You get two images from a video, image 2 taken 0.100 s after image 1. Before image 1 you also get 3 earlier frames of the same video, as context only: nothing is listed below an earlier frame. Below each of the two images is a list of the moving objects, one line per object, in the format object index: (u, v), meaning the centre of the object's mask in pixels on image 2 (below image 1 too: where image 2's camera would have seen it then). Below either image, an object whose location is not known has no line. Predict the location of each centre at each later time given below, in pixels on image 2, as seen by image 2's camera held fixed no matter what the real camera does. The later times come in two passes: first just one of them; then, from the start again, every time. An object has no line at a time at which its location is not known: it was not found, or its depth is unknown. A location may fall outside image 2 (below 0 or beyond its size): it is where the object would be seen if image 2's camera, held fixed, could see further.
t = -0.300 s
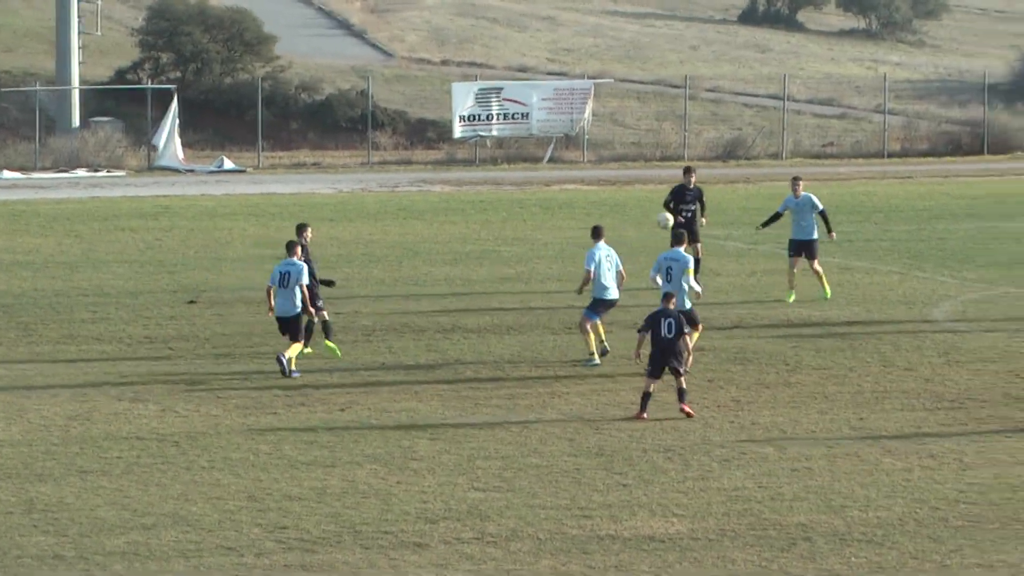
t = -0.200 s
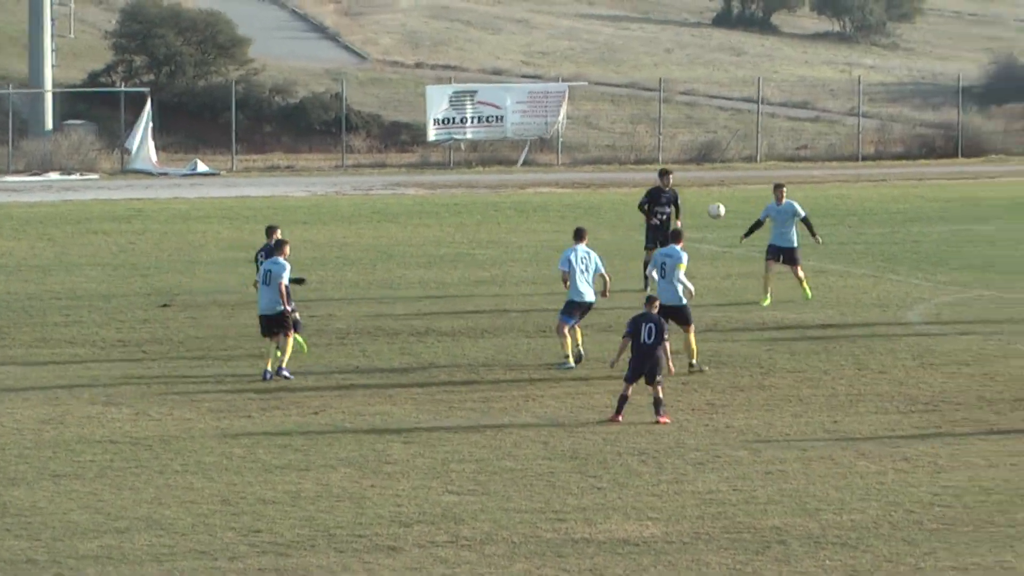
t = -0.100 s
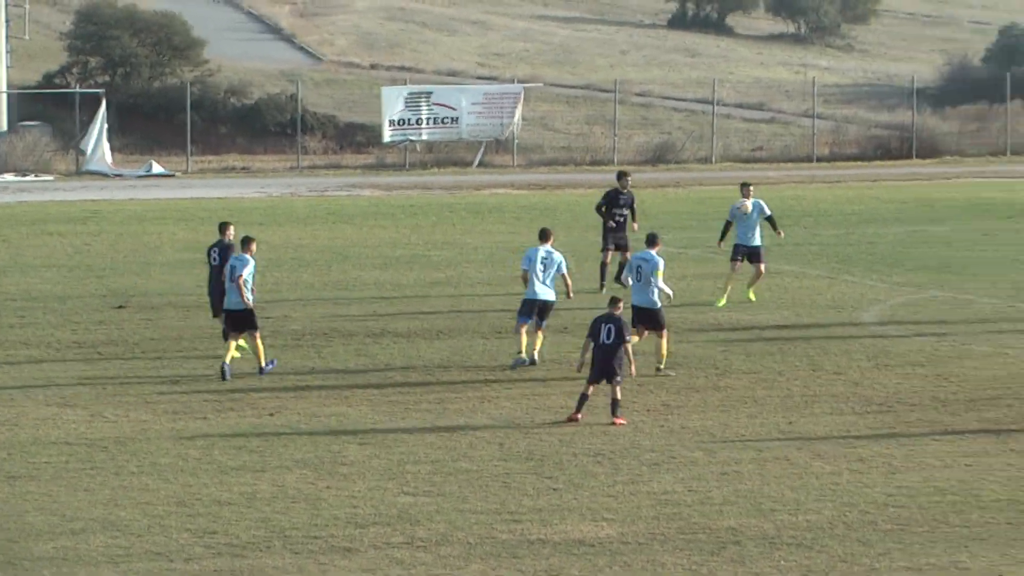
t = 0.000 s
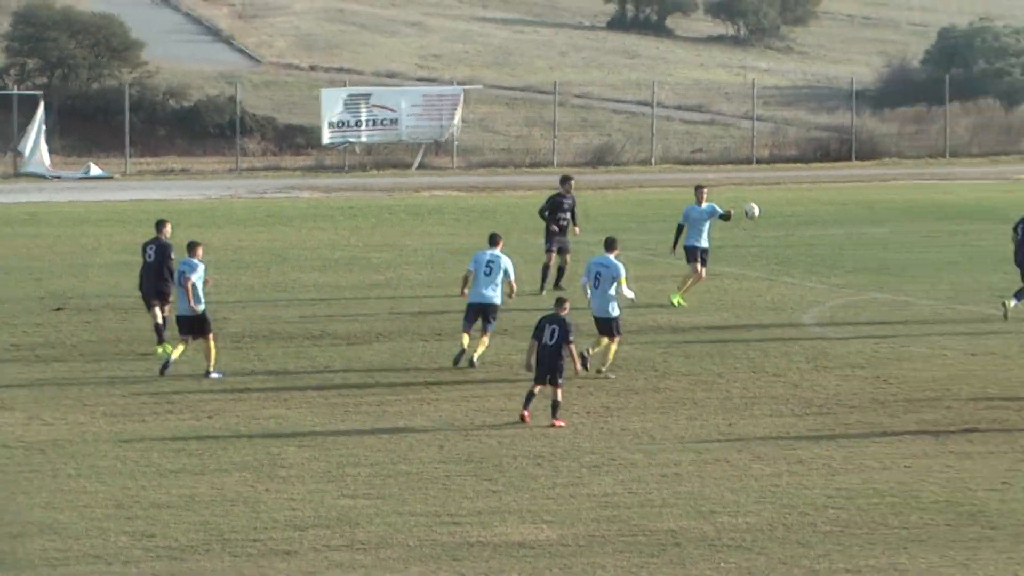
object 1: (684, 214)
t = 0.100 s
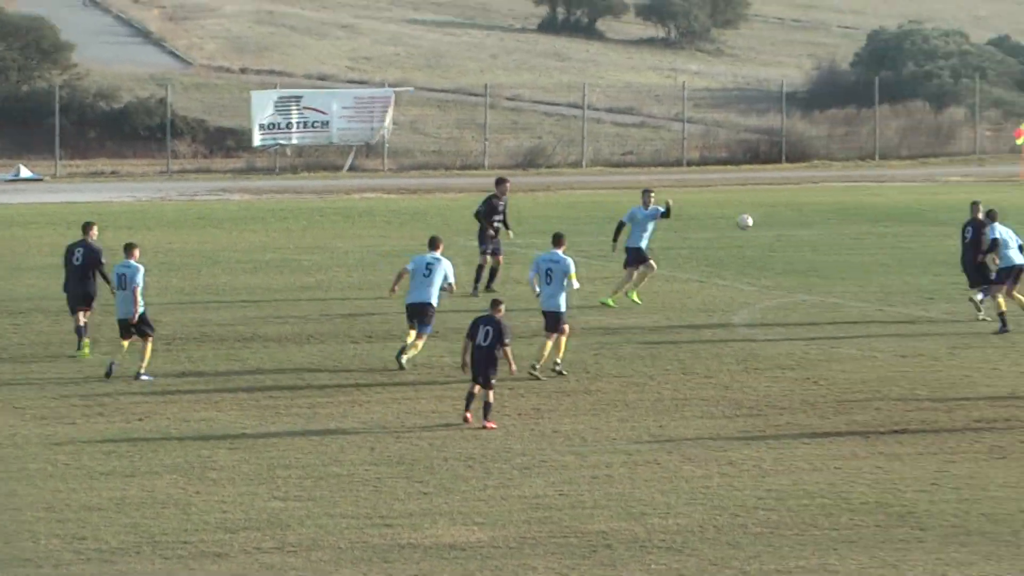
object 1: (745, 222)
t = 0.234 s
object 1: (828, 242)
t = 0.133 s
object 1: (769, 226)
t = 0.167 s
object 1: (779, 231)
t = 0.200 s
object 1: (803, 236)
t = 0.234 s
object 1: (828, 242)
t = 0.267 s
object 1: (836, 250)
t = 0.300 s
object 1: (859, 258)
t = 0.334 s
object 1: (882, 266)
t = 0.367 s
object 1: (891, 276)
